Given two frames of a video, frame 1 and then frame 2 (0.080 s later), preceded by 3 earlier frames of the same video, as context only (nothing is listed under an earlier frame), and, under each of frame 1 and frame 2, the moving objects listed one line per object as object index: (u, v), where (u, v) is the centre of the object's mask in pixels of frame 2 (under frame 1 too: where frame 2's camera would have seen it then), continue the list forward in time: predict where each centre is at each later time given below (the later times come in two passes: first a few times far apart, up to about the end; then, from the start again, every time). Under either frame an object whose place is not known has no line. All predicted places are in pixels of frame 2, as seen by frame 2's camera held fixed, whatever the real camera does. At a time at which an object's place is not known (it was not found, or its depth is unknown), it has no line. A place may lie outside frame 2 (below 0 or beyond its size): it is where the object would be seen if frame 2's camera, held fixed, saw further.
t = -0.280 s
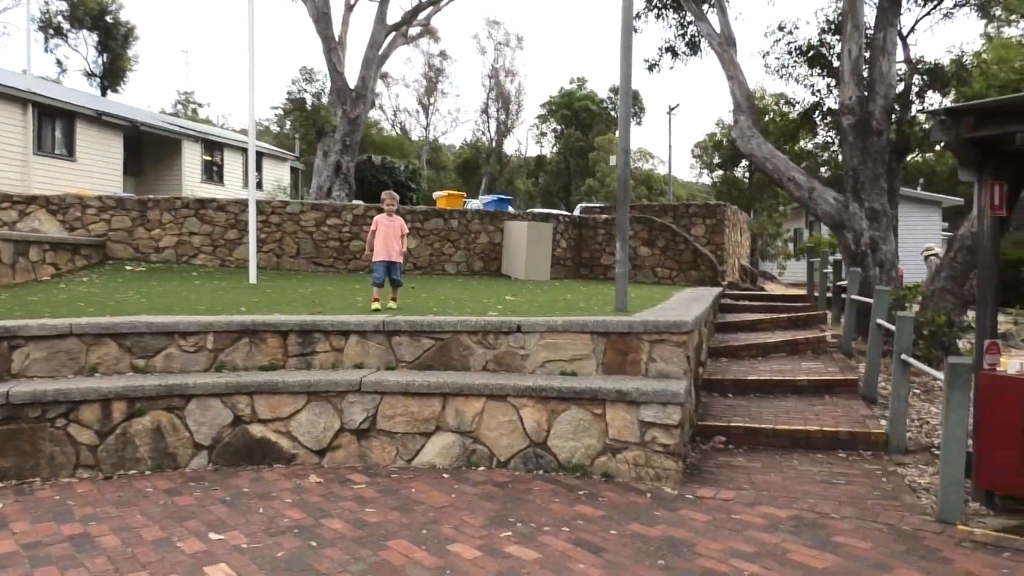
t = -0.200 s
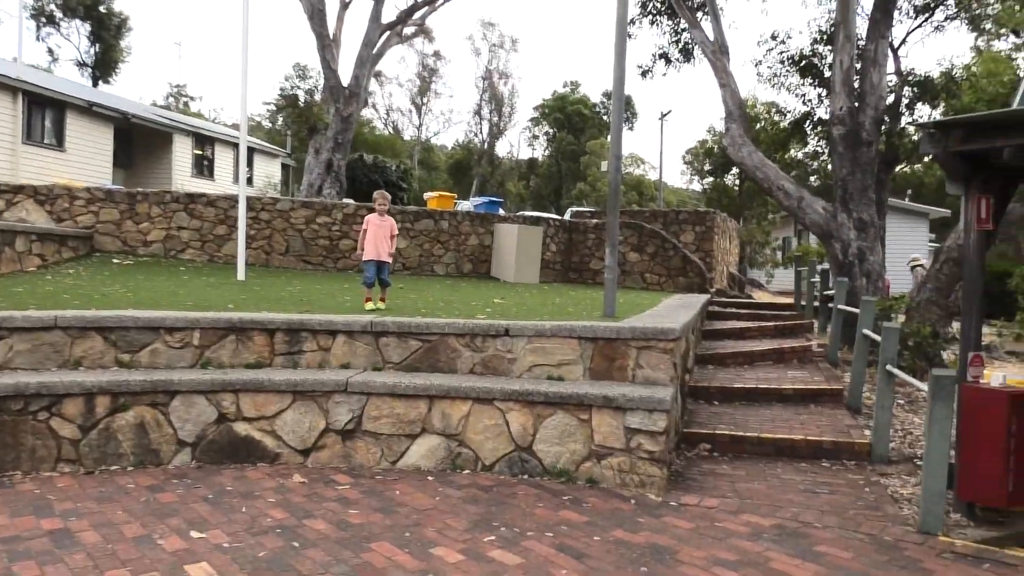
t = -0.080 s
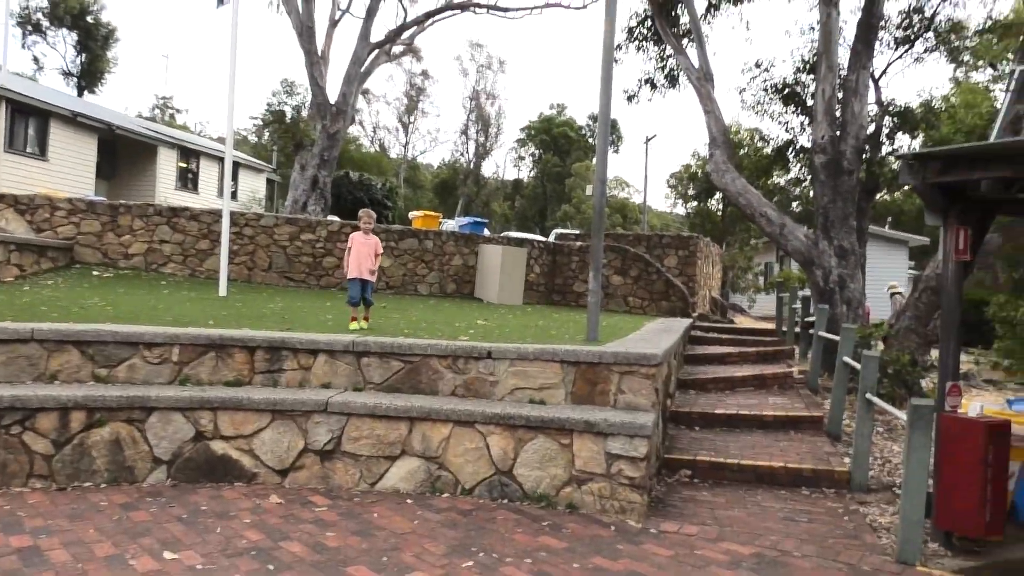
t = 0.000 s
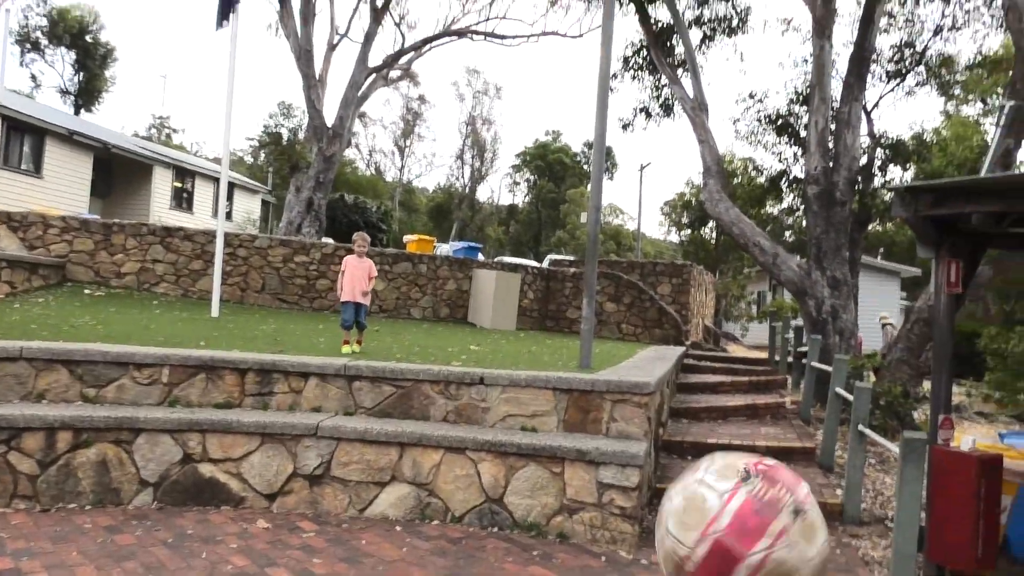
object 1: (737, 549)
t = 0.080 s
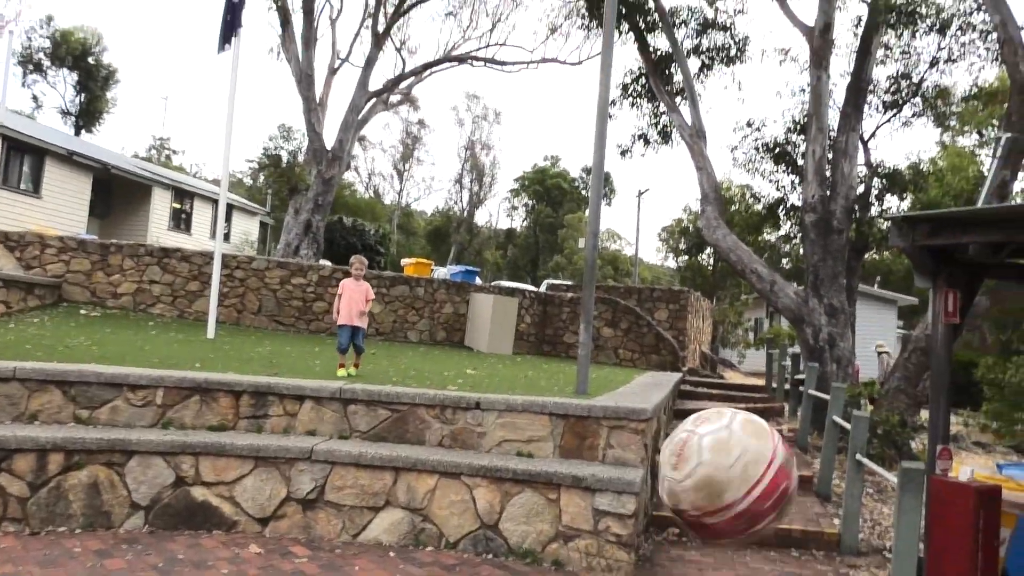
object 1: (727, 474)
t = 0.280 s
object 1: (707, 456)
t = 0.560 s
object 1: (683, 626)
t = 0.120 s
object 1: (723, 453)
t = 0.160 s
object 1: (719, 441)
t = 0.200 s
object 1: (716, 439)
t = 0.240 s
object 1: (711, 444)
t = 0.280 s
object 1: (707, 456)
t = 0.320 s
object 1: (703, 471)
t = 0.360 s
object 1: (699, 490)
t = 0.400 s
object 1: (696, 511)
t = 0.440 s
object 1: (692, 537)
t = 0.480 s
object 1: (689, 566)
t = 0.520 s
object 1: (686, 596)
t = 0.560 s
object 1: (683, 626)
